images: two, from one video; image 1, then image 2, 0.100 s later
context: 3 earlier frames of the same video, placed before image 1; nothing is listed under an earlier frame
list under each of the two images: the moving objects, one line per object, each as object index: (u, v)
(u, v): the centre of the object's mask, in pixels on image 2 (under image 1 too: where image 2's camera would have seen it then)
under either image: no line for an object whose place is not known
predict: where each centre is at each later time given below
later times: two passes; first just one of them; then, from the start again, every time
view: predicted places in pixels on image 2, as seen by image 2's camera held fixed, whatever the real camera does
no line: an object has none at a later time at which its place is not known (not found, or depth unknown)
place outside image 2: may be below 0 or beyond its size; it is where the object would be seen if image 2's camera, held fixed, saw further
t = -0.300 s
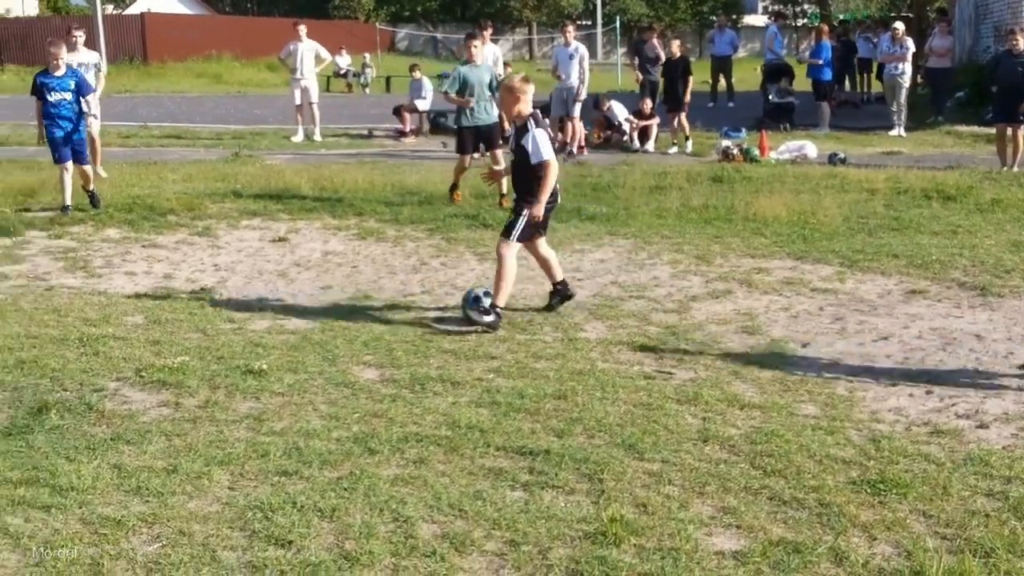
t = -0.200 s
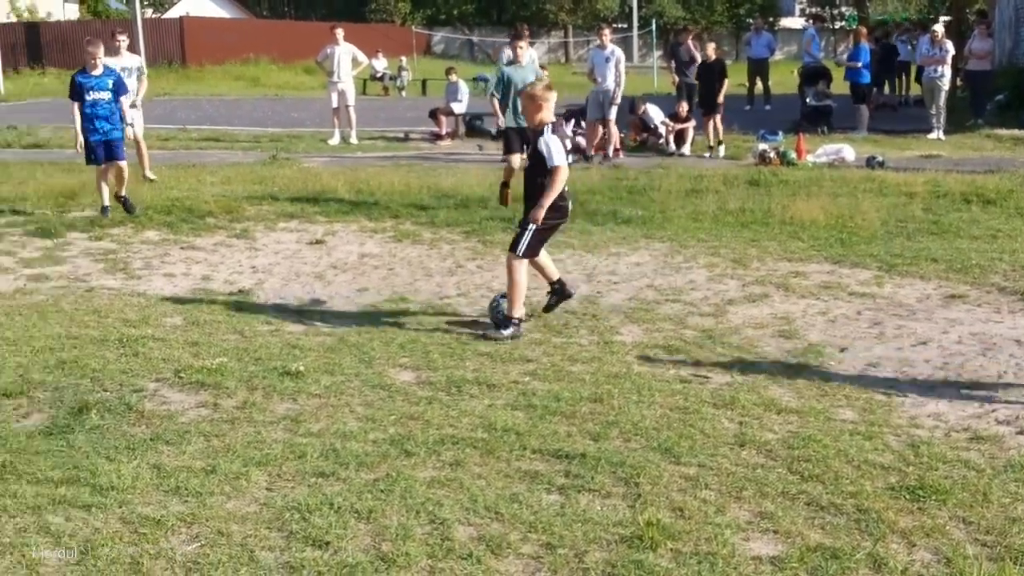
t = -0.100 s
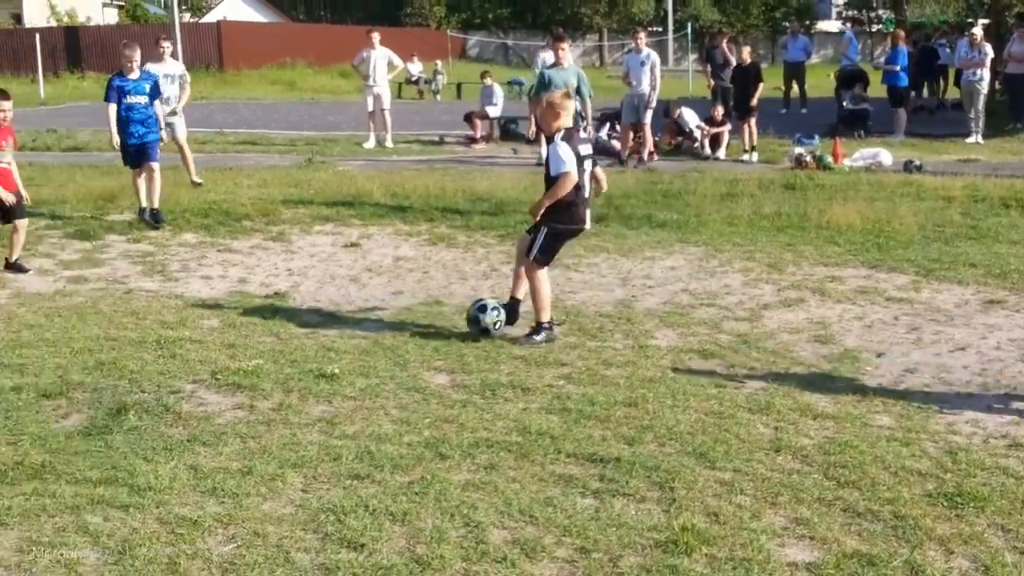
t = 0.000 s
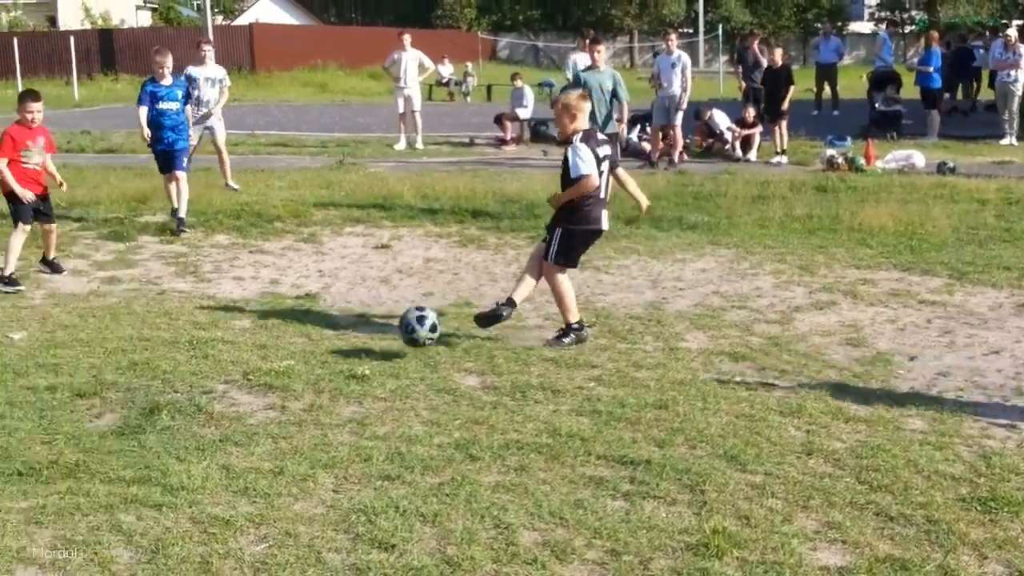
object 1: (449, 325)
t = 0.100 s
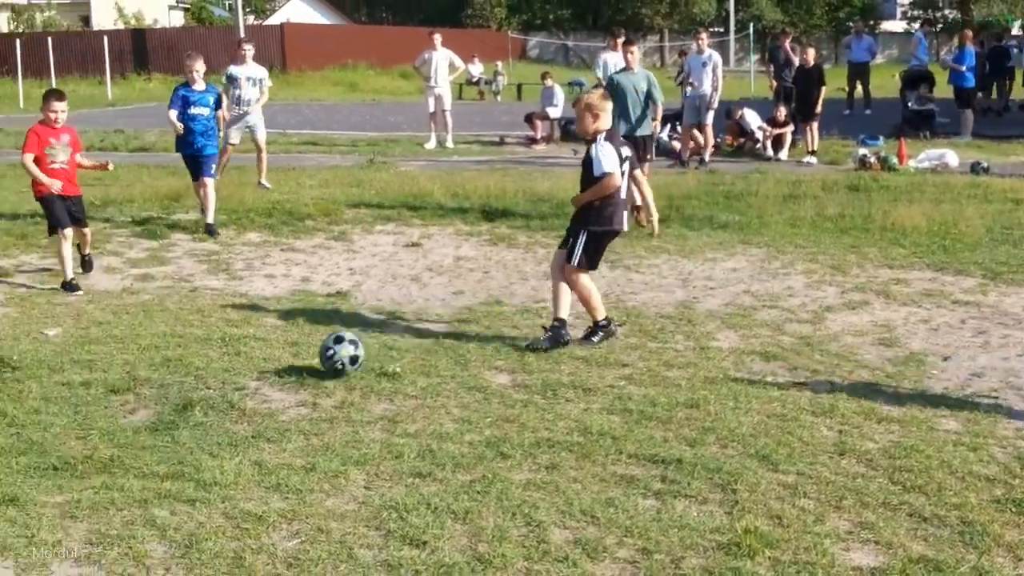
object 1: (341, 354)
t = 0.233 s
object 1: (224, 347)
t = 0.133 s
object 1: (306, 364)
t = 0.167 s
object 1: (280, 356)
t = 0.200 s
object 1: (252, 351)
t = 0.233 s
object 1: (224, 347)
